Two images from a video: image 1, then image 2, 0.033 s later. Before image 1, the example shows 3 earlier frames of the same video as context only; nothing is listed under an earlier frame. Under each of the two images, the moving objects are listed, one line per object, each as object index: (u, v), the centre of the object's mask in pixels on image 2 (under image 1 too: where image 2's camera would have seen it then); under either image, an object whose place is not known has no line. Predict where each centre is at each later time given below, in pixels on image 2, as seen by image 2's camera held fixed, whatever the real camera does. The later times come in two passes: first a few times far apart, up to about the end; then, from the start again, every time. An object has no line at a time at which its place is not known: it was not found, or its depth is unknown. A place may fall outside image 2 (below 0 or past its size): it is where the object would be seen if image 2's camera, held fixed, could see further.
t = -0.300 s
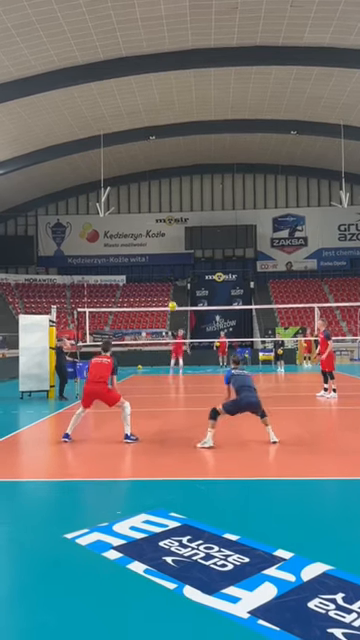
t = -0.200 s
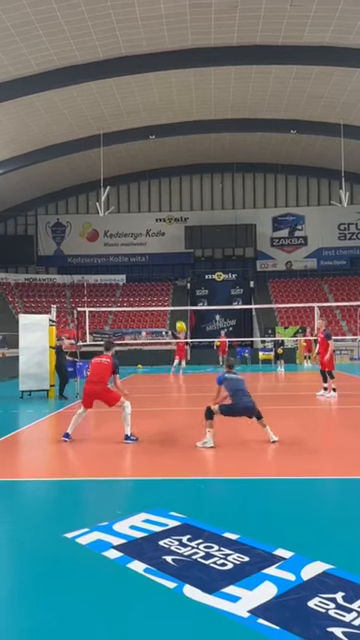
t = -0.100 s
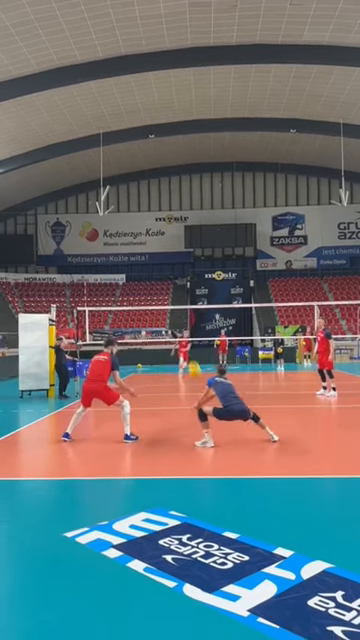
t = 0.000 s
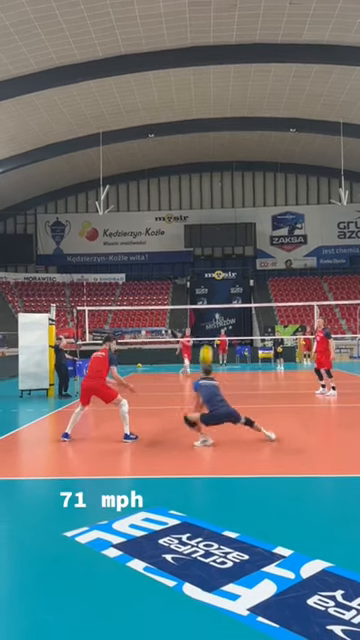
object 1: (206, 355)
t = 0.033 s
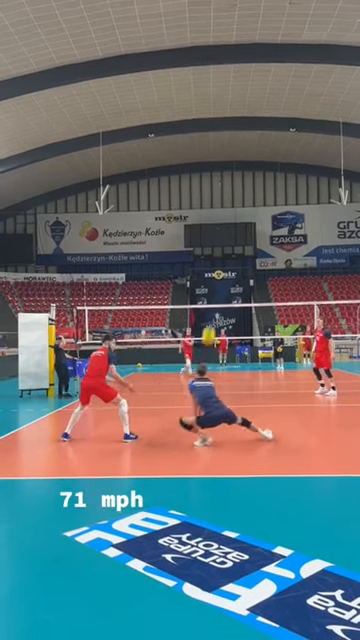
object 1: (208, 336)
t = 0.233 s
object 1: (224, 249)
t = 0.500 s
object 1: (243, 185)
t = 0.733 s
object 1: (258, 163)
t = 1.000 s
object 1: (275, 170)
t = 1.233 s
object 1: (289, 198)
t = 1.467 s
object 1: (302, 242)
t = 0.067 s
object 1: (211, 318)
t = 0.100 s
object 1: (214, 303)
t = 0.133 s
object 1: (216, 288)
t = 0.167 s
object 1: (218, 274)
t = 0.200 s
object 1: (221, 261)
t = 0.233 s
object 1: (224, 249)
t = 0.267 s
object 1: (226, 238)
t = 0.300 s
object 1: (228, 229)
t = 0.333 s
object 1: (231, 219)
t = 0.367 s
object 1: (234, 211)
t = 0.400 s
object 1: (236, 203)
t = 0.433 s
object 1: (238, 196)
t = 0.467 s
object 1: (240, 190)
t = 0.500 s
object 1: (243, 185)
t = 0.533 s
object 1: (245, 180)
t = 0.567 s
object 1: (248, 176)
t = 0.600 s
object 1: (249, 172)
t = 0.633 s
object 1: (252, 169)
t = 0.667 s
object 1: (254, 166)
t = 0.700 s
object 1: (256, 164)
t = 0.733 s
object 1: (258, 163)
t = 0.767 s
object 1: (260, 162)
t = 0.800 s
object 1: (263, 162)
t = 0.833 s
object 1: (265, 162)
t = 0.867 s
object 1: (267, 163)
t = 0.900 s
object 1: (269, 164)
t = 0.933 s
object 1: (271, 166)
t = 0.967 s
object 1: (273, 168)
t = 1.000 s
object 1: (275, 170)
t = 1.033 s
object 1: (277, 173)
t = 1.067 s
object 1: (279, 176)
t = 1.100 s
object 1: (281, 180)
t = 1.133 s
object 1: (283, 184)
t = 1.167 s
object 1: (284, 188)
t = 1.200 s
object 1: (286, 193)
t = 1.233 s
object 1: (289, 198)
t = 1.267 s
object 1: (290, 203)
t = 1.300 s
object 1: (292, 209)
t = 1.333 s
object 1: (294, 216)
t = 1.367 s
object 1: (296, 222)
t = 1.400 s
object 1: (298, 229)
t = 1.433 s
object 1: (300, 235)
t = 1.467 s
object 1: (302, 242)
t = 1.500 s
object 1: (304, 250)
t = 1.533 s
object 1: (306, 258)
